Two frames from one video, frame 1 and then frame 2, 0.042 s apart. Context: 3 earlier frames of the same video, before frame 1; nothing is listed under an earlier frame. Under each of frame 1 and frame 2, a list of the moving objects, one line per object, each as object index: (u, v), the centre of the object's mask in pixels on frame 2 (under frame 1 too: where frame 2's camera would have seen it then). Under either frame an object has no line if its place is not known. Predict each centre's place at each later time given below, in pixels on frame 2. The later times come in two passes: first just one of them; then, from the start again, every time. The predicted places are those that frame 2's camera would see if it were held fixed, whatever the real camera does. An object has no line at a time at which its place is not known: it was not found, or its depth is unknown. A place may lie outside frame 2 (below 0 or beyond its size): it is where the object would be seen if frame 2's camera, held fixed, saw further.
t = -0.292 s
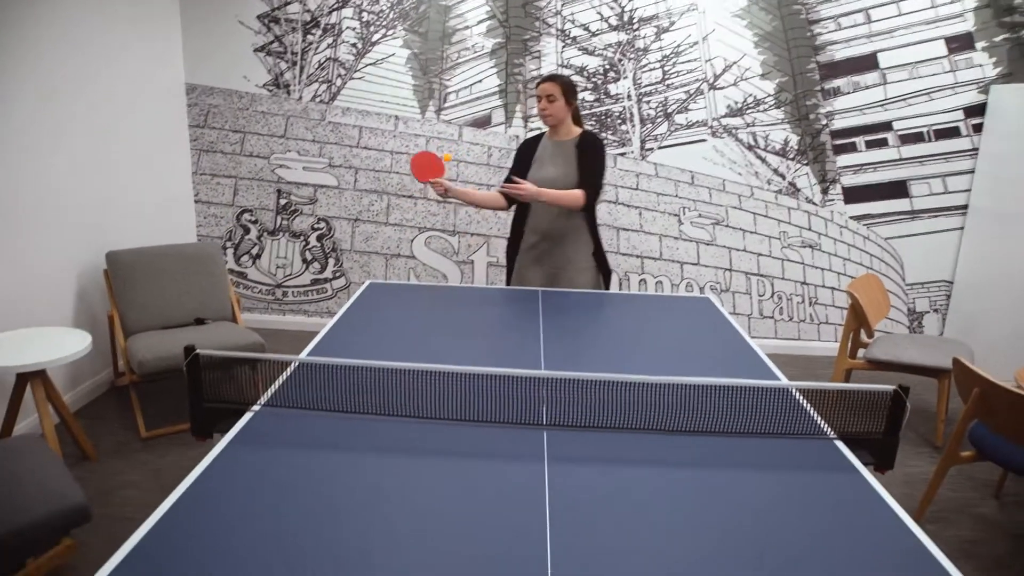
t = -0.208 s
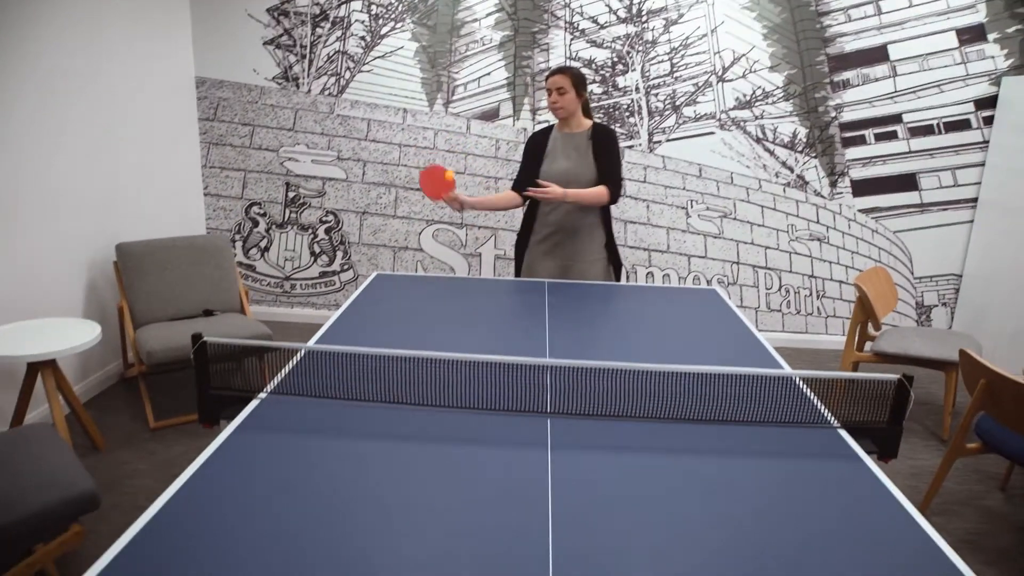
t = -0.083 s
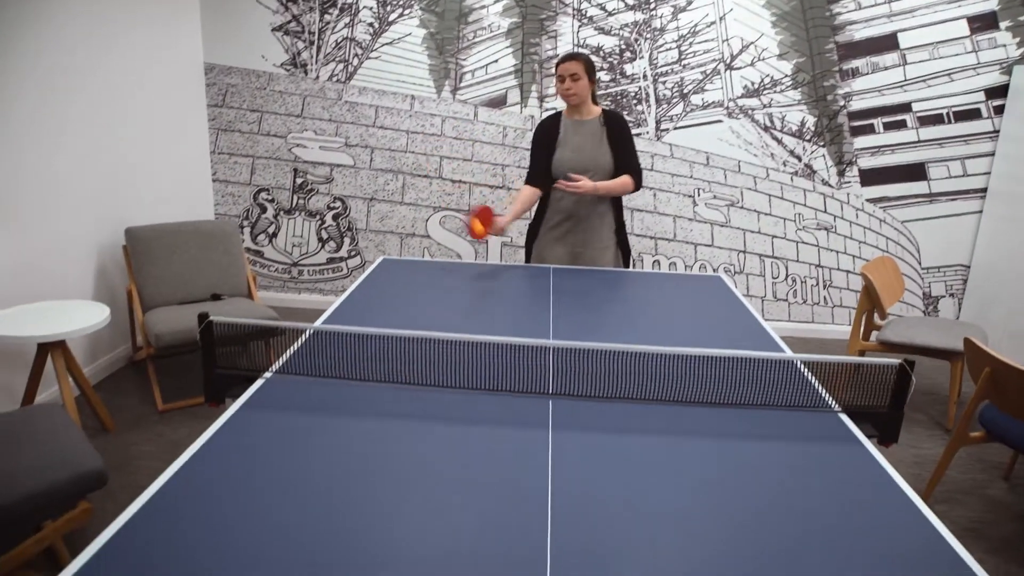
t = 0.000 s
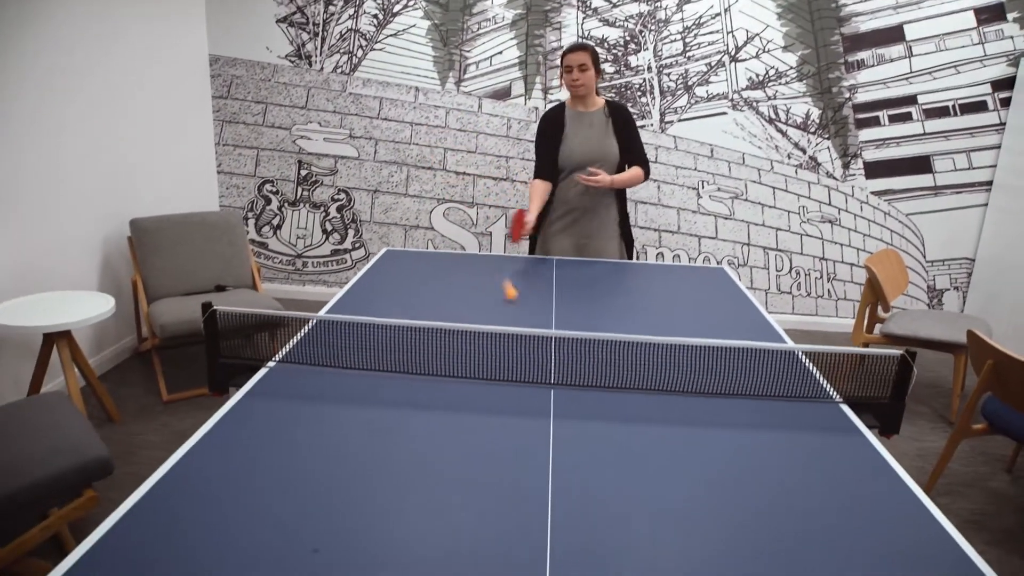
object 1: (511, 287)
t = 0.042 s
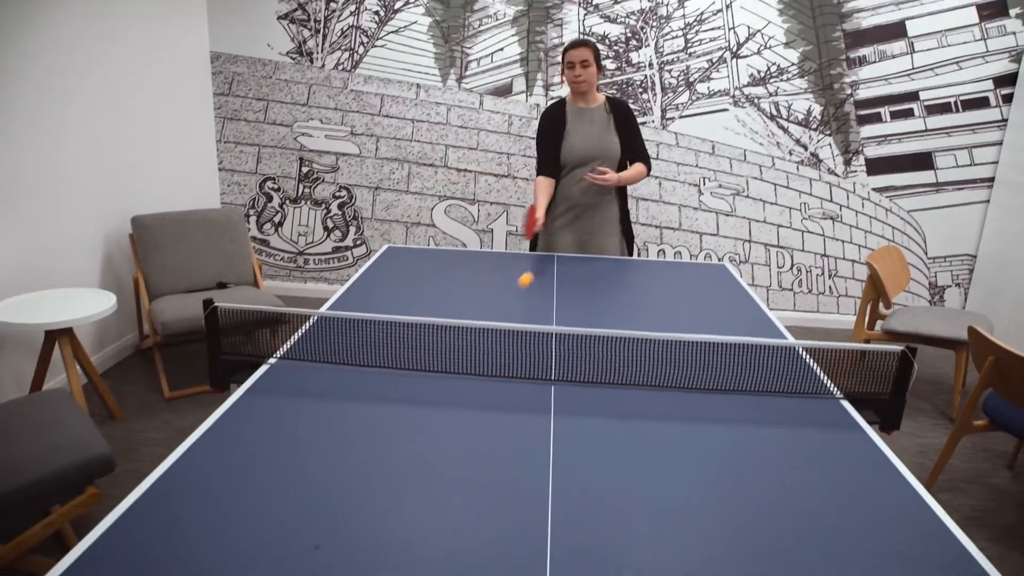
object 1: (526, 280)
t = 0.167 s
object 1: (574, 263)
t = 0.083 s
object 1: (541, 269)
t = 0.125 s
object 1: (556, 263)
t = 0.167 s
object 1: (574, 263)
